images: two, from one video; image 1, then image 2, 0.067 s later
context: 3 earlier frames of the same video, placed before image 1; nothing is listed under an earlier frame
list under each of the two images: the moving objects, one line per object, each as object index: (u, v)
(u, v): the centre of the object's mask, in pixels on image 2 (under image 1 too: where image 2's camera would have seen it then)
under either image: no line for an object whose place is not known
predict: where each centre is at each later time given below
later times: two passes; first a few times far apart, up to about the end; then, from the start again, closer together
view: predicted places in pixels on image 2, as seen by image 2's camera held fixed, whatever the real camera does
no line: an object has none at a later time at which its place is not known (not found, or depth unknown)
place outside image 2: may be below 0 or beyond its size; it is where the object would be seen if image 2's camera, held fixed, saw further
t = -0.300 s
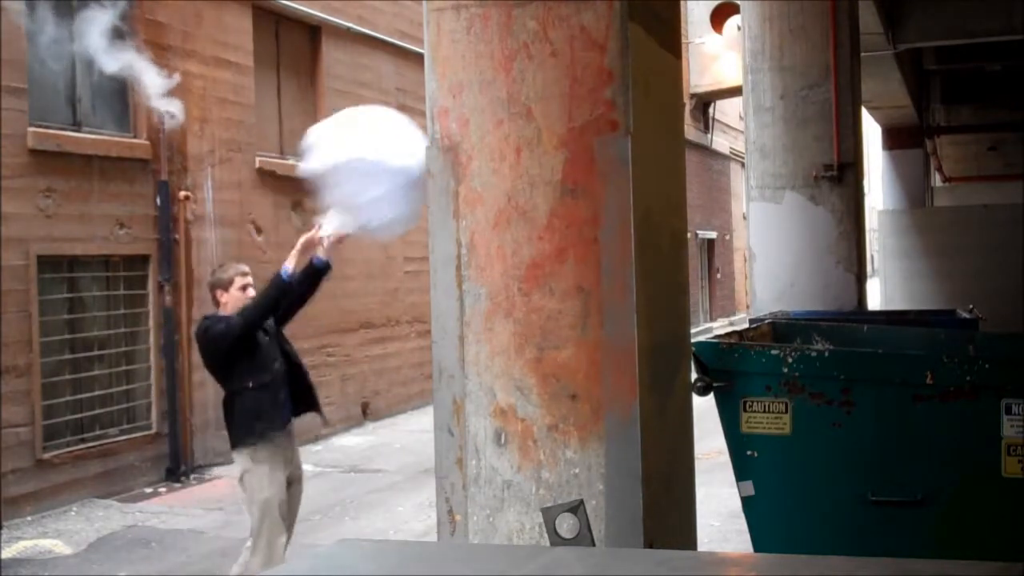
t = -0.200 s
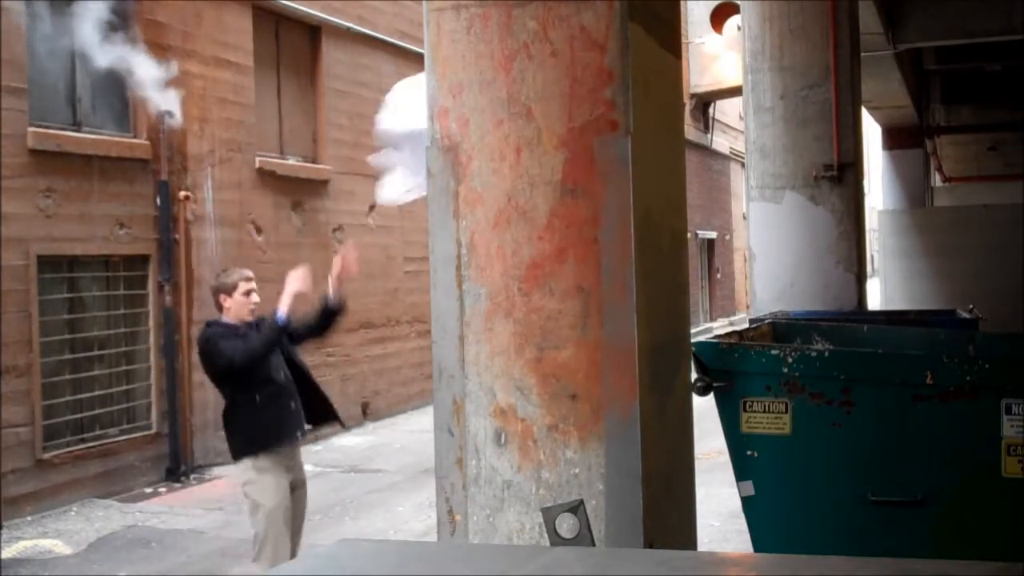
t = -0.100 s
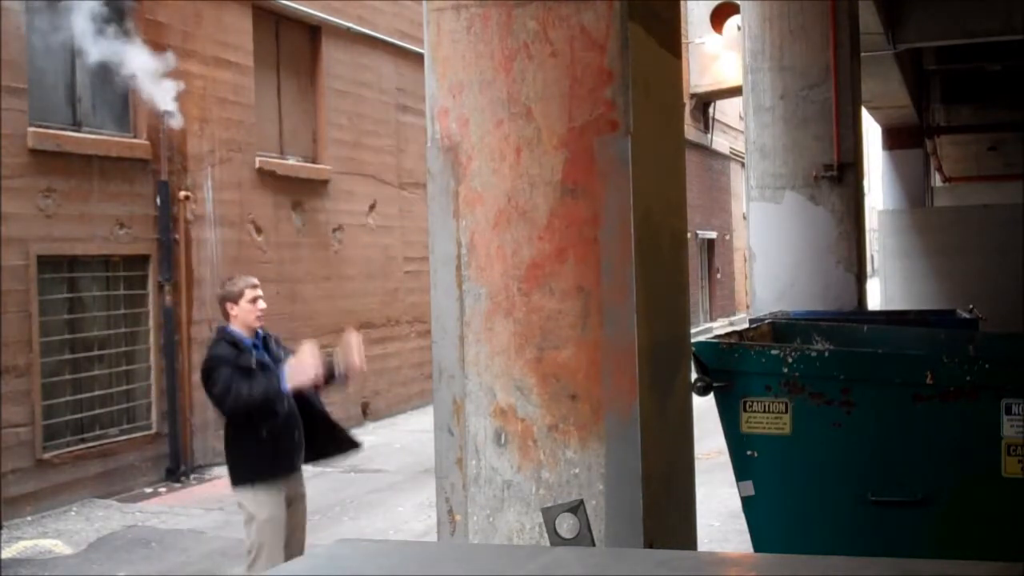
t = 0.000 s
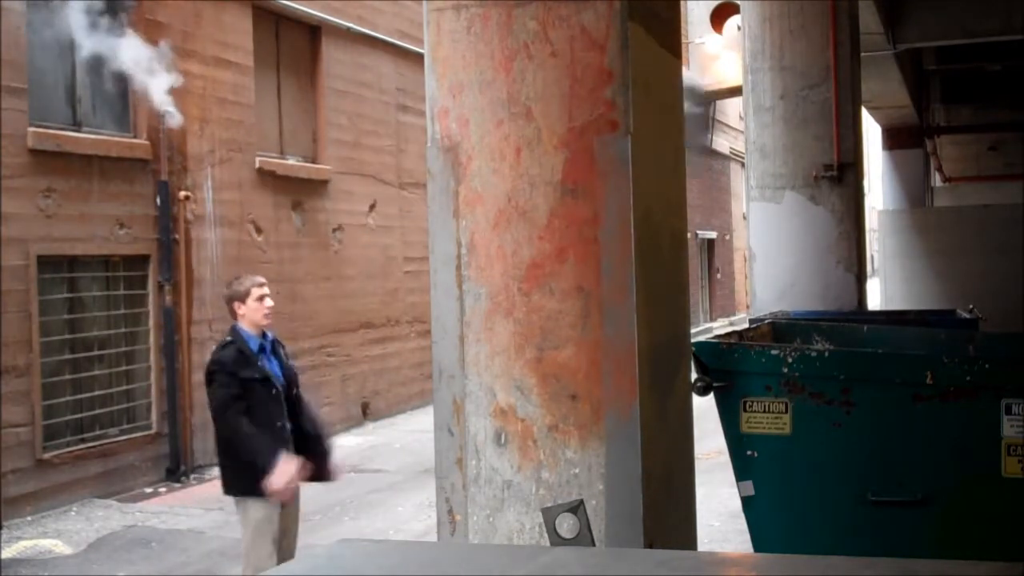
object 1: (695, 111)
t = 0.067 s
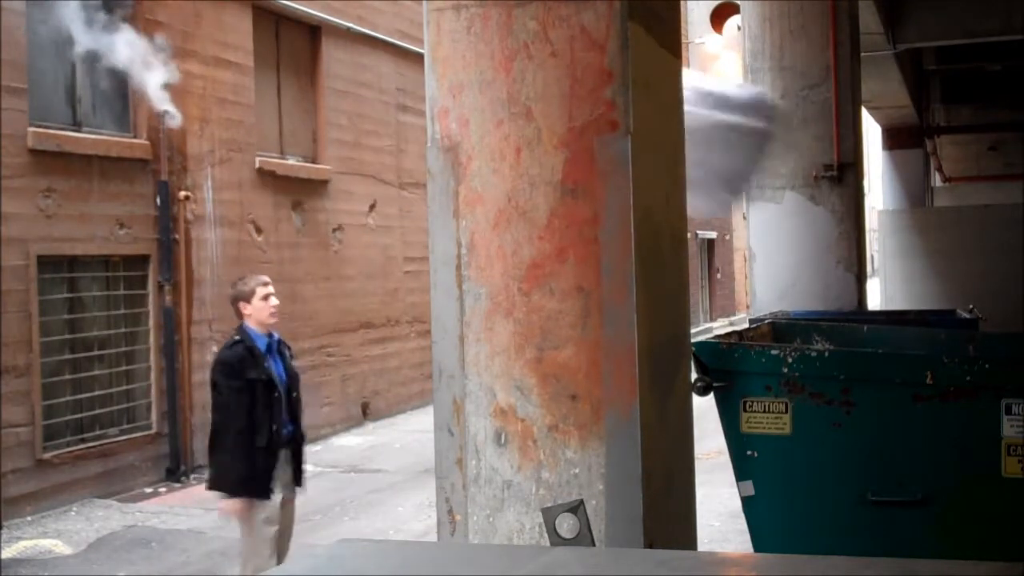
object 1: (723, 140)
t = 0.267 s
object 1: (926, 267)
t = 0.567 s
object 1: (980, 317)
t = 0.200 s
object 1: (836, 201)
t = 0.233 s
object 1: (874, 230)
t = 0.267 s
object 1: (926, 267)
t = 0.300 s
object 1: (955, 282)
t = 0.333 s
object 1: (976, 294)
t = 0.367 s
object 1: (995, 326)
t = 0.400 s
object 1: (995, 324)
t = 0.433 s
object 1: (993, 321)
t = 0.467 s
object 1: (992, 317)
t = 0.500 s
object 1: (988, 315)
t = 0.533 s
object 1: (984, 315)
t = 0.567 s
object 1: (980, 317)
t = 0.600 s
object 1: (976, 320)
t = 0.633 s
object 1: (973, 324)
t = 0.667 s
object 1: (970, 329)
